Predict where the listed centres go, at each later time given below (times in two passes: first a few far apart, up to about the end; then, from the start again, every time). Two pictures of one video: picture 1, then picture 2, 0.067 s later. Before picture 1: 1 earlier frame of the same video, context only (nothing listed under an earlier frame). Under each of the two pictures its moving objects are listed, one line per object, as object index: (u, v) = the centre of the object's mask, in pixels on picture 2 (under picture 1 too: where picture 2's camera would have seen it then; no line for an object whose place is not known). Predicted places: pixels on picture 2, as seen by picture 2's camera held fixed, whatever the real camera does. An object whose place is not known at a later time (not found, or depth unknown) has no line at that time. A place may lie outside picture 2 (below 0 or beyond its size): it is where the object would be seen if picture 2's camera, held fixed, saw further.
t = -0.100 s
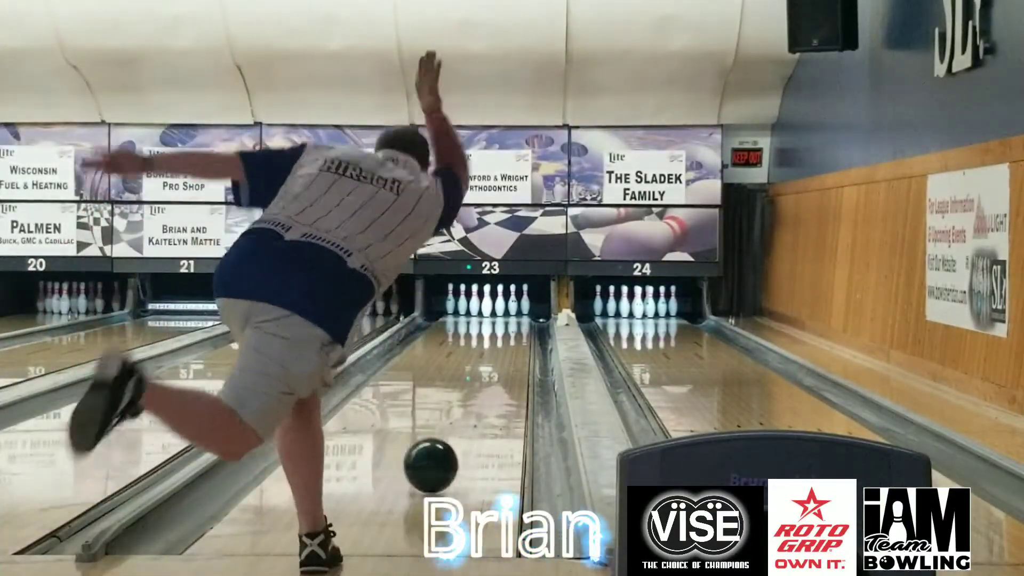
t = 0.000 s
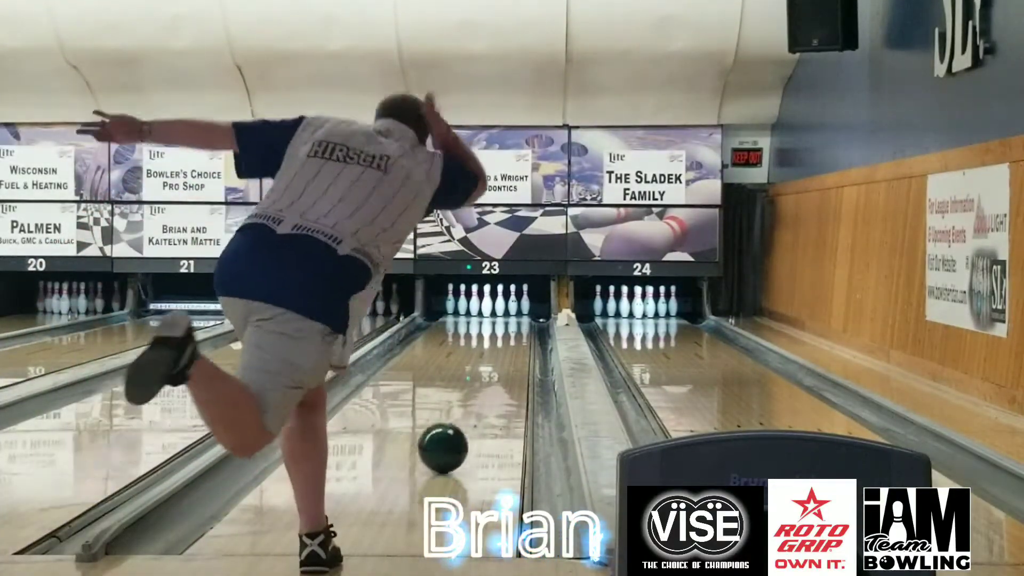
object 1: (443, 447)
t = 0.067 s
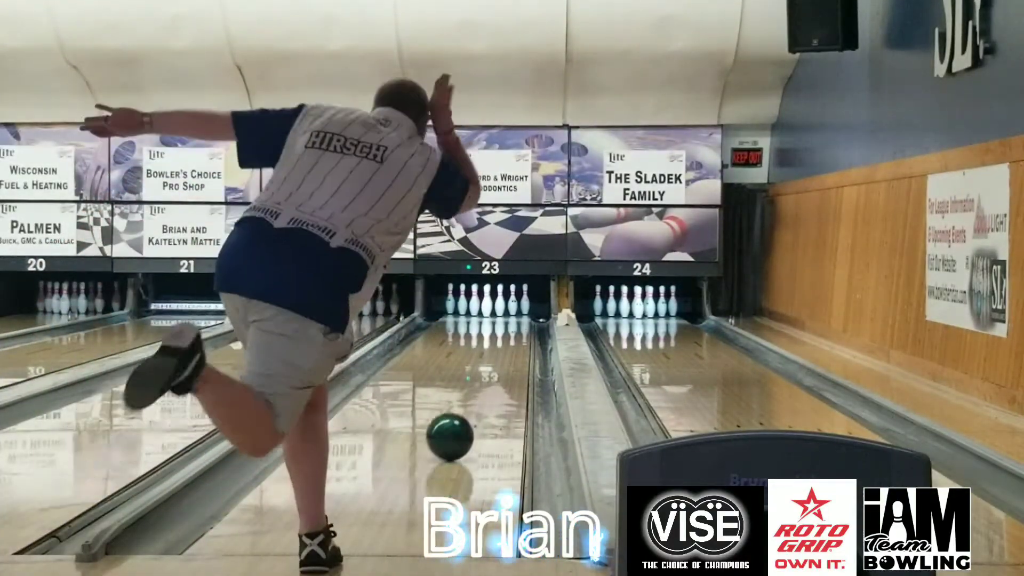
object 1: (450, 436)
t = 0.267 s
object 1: (466, 409)
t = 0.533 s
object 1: (483, 382)
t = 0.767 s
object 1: (492, 365)
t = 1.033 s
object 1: (500, 350)
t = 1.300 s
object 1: (505, 338)
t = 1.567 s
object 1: (508, 328)
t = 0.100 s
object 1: (453, 431)
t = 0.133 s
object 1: (456, 426)
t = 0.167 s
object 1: (459, 422)
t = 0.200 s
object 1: (462, 417)
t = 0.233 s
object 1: (464, 413)
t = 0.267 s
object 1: (466, 409)
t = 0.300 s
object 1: (469, 405)
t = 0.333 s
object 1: (471, 401)
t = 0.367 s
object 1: (473, 398)
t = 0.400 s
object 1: (476, 395)
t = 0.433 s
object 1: (478, 391)
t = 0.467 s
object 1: (479, 388)
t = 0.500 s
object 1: (481, 385)
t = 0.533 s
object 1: (483, 382)
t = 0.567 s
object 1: (484, 379)
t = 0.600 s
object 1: (486, 377)
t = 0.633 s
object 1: (487, 375)
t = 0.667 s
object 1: (489, 372)
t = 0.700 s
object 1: (490, 370)
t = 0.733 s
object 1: (491, 367)
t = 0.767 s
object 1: (492, 365)
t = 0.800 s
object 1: (494, 363)
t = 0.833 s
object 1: (495, 361)
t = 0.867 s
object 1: (496, 359)
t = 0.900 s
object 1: (497, 357)
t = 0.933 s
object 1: (498, 355)
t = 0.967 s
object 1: (499, 353)
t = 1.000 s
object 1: (499, 352)
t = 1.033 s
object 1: (500, 350)
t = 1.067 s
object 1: (501, 349)
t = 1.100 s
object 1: (502, 347)
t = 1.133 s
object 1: (502, 345)
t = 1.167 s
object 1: (503, 344)
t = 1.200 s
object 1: (504, 342)
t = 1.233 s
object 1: (504, 340)
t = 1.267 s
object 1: (504, 339)
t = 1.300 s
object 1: (505, 338)
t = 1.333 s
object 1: (506, 336)
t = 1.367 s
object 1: (506, 335)
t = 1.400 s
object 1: (506, 334)
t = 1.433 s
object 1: (507, 332)
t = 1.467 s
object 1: (507, 331)
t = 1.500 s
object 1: (507, 330)
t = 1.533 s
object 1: (507, 329)
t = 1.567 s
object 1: (508, 328)
